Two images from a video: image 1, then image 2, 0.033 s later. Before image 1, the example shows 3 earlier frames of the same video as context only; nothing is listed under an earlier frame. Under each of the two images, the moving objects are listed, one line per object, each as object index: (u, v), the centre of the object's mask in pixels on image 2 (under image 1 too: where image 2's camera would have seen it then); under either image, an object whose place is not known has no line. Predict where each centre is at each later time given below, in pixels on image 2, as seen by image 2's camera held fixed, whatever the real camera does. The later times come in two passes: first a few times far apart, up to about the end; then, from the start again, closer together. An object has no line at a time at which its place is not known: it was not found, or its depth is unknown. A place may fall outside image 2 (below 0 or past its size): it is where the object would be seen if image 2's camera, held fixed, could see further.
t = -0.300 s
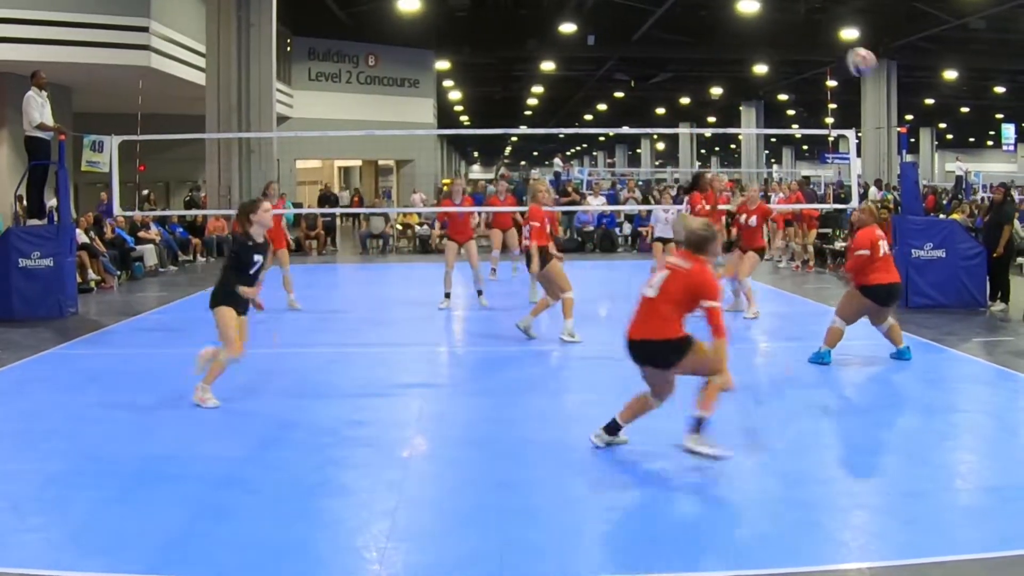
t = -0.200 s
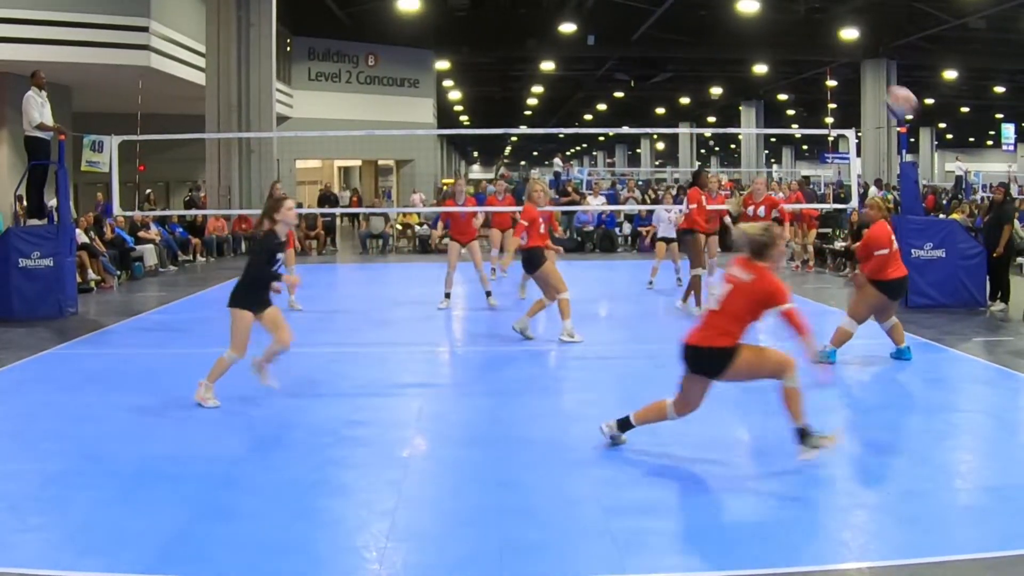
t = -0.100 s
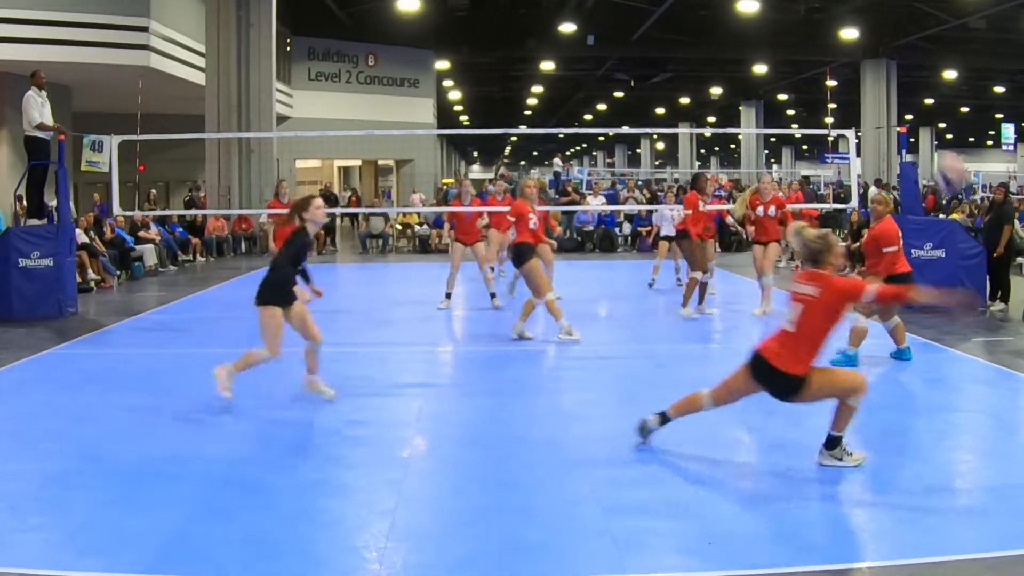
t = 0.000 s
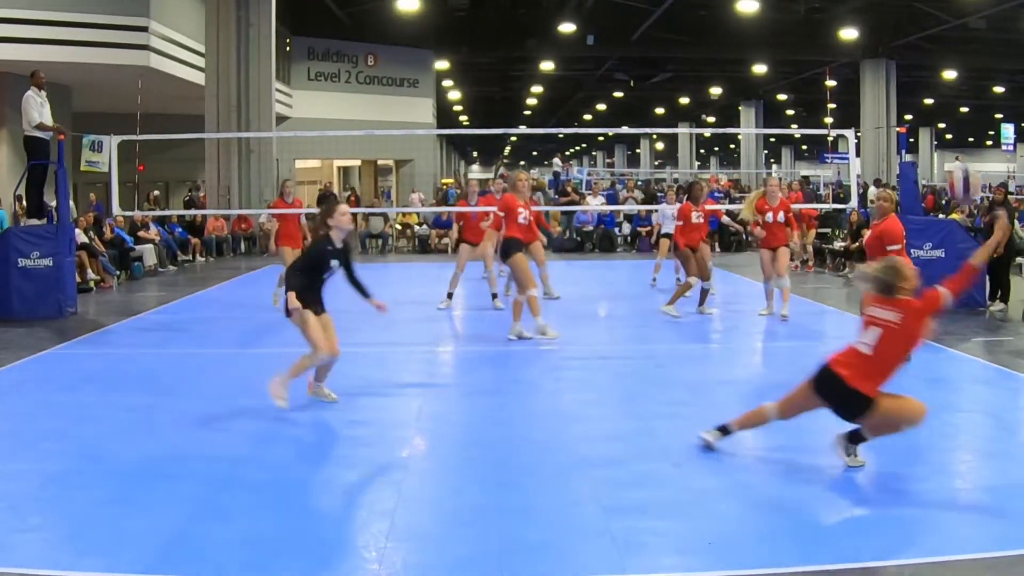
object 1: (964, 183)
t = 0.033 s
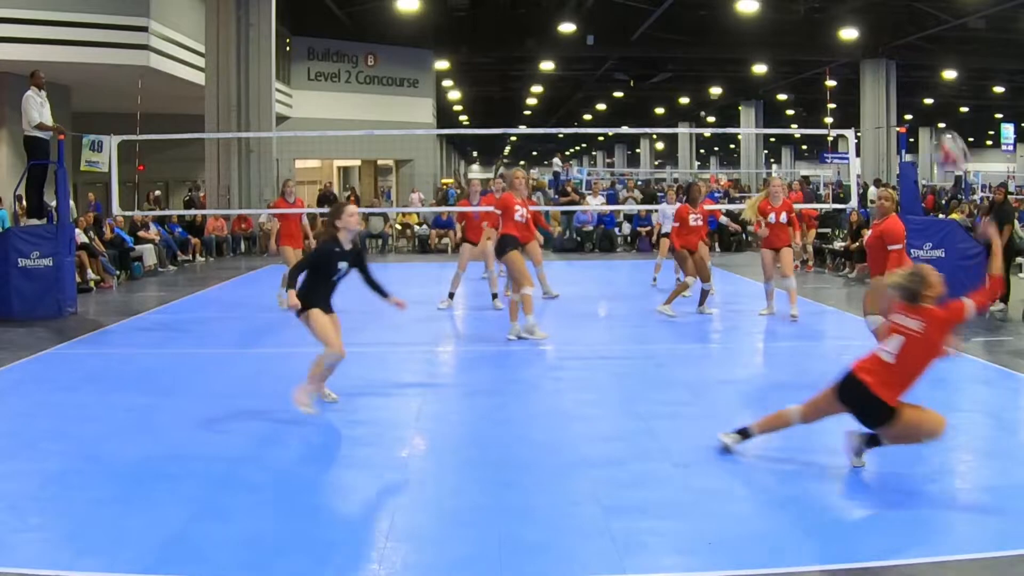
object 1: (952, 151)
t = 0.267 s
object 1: (864, 33)
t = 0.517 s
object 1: (795, 17)
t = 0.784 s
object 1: (743, 77)
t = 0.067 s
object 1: (935, 125)
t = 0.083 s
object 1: (929, 114)
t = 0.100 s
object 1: (923, 105)
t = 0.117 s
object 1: (916, 95)
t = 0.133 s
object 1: (911, 84)
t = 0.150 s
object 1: (904, 75)
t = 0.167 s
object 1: (898, 68)
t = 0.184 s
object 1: (892, 60)
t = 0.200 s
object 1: (886, 53)
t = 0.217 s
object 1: (881, 48)
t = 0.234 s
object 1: (875, 42)
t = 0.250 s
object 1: (870, 38)
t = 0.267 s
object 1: (864, 33)
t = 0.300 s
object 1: (853, 25)
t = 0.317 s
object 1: (848, 23)
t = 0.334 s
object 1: (843, 18)
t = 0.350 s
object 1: (838, 17)
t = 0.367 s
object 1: (834, 15)
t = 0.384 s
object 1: (829, 14)
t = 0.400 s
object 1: (825, 13)
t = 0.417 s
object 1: (820, 13)
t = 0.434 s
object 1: (816, 13)
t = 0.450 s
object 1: (812, 13)
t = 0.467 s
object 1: (808, 14)
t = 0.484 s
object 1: (804, 15)
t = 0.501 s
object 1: (800, 16)
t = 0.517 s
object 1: (795, 17)
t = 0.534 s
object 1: (793, 19)
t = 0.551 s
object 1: (788, 21)
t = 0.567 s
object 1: (785, 24)
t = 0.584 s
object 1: (781, 26)
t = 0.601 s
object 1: (778, 29)
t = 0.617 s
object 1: (774, 32)
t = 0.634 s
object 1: (770, 36)
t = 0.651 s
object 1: (767, 40)
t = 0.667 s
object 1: (764, 44)
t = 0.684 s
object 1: (761, 48)
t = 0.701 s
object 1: (757, 52)
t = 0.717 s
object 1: (754, 56)
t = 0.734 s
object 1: (751, 62)
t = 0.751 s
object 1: (748, 66)
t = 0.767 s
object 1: (744, 72)
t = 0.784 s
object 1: (743, 77)
